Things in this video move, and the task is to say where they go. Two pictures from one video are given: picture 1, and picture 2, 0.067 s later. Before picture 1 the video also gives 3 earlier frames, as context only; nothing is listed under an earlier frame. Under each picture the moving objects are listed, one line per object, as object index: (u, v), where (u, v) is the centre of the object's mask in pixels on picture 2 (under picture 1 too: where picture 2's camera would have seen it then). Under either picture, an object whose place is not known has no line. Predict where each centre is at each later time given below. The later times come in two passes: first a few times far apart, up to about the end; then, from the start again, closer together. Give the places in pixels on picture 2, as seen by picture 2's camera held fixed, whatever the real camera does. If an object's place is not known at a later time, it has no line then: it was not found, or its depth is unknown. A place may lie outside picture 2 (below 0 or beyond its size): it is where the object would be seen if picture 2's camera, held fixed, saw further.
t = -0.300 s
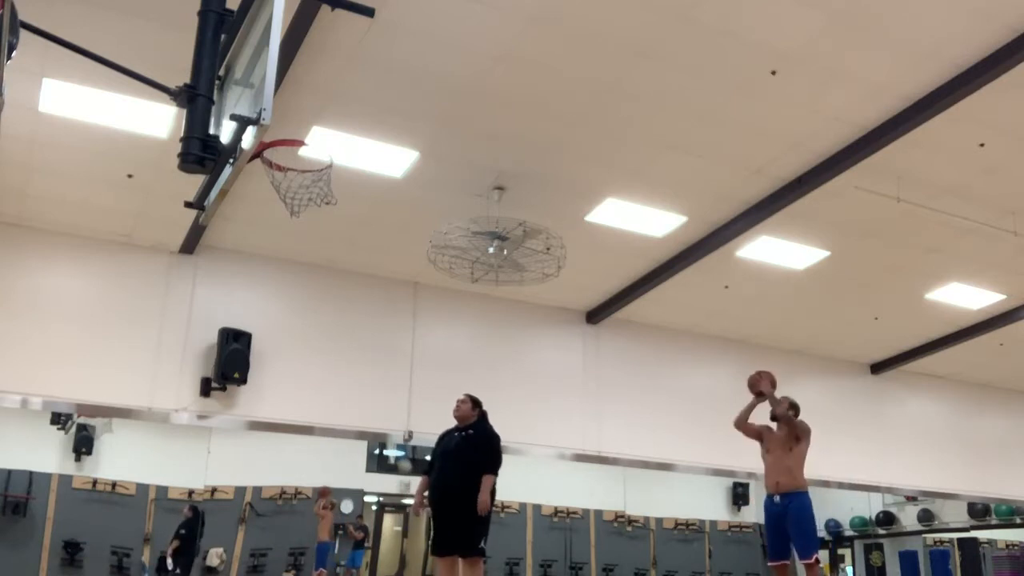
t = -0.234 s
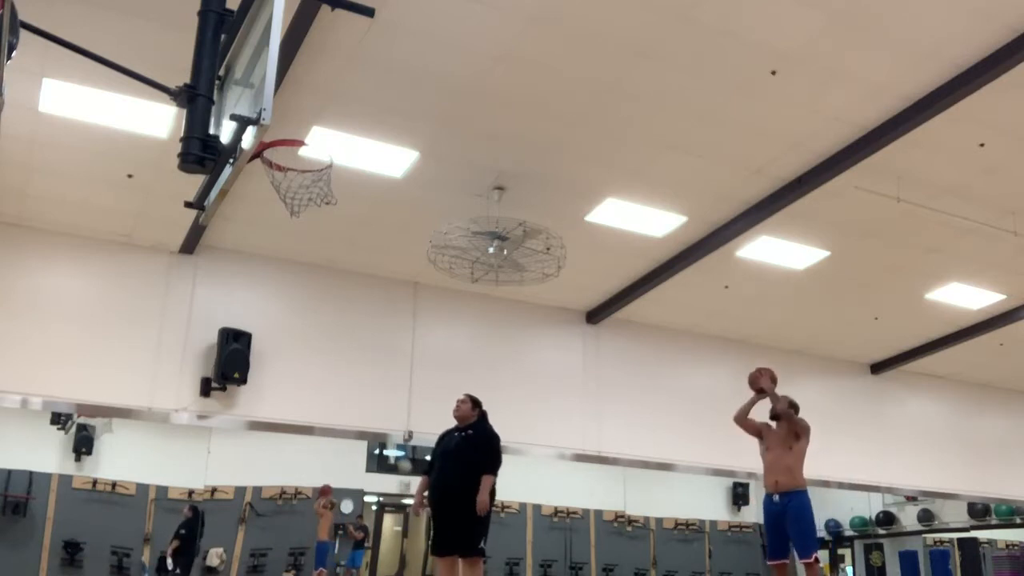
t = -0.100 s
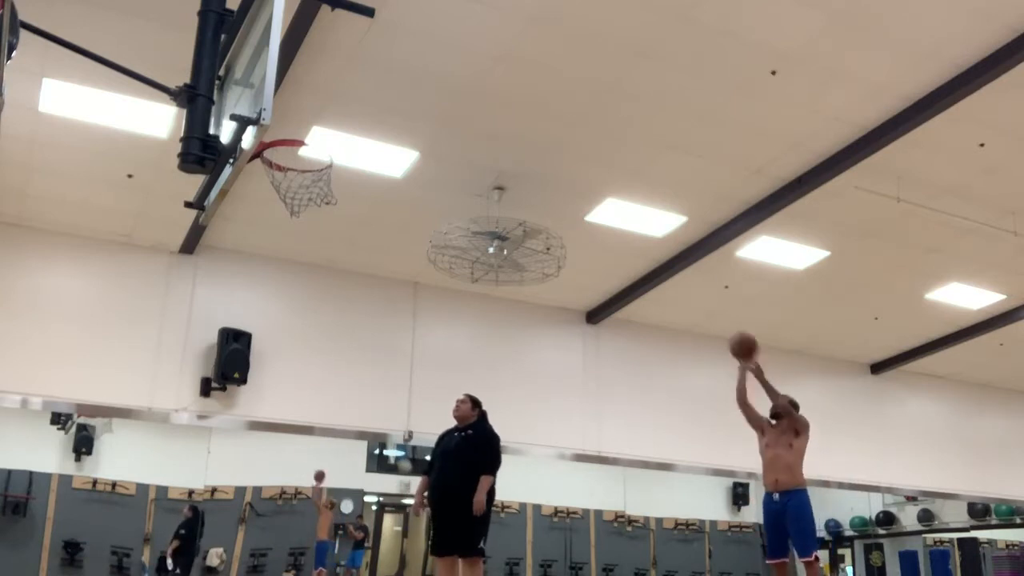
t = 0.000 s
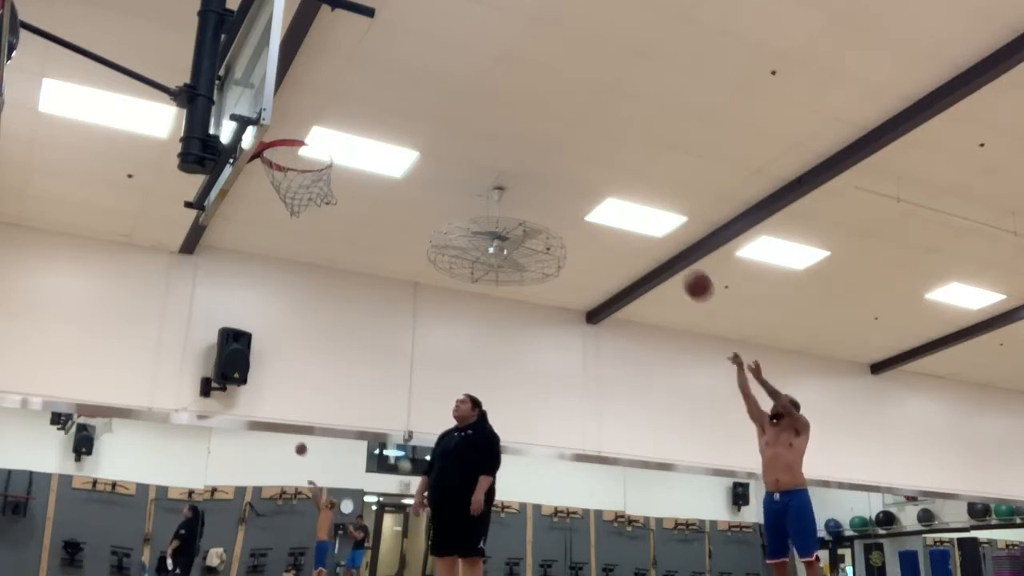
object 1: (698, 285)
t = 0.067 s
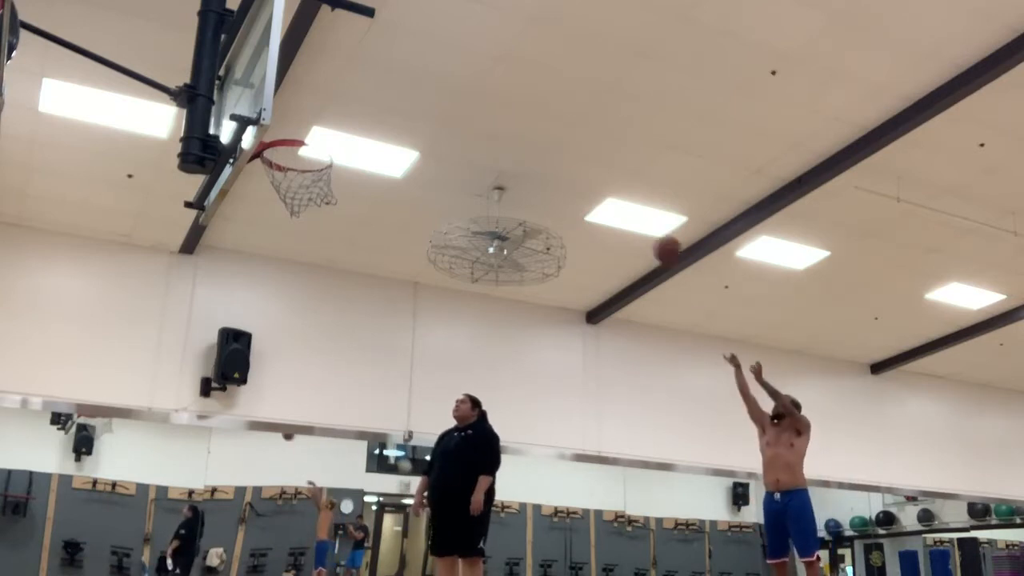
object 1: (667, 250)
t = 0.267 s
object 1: (575, 173)
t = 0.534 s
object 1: (441, 131)
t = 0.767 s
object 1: (312, 153)
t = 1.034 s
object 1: (282, 122)
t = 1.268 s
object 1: (275, 140)
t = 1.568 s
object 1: (293, 226)
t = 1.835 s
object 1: (303, 441)
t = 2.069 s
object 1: (329, 499)
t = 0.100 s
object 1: (652, 237)
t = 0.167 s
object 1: (622, 204)
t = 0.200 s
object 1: (606, 192)
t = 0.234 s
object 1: (590, 182)
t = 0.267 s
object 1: (575, 173)
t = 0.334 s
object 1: (543, 155)
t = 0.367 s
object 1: (526, 148)
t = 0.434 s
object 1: (492, 137)
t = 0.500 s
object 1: (458, 131)
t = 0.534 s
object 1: (441, 131)
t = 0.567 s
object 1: (423, 131)
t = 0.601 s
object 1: (405, 132)
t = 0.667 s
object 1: (367, 137)
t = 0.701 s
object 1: (346, 145)
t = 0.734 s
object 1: (325, 155)
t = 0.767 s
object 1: (312, 153)
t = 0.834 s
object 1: (292, 150)
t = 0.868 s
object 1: (281, 152)
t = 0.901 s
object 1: (281, 142)
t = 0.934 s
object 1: (281, 131)
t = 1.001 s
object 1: (282, 124)
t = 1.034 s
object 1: (282, 122)
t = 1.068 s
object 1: (282, 120)
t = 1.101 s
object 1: (282, 120)
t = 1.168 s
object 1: (281, 123)
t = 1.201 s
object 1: (280, 126)
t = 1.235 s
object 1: (277, 132)
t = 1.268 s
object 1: (275, 140)
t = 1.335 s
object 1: (276, 149)
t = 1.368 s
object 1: (278, 154)
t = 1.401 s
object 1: (280, 160)
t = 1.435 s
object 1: (283, 171)
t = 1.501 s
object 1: (288, 194)
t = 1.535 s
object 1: (291, 210)
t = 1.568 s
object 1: (293, 226)
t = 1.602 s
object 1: (295, 245)
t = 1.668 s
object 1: (299, 288)
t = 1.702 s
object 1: (300, 313)
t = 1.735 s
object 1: (301, 341)
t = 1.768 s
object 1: (302, 372)
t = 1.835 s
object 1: (303, 441)
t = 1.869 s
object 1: (303, 480)
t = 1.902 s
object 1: (302, 525)
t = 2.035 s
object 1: (321, 529)
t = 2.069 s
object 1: (329, 499)
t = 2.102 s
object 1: (337, 473)
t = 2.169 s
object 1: (351, 428)
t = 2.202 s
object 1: (358, 409)
